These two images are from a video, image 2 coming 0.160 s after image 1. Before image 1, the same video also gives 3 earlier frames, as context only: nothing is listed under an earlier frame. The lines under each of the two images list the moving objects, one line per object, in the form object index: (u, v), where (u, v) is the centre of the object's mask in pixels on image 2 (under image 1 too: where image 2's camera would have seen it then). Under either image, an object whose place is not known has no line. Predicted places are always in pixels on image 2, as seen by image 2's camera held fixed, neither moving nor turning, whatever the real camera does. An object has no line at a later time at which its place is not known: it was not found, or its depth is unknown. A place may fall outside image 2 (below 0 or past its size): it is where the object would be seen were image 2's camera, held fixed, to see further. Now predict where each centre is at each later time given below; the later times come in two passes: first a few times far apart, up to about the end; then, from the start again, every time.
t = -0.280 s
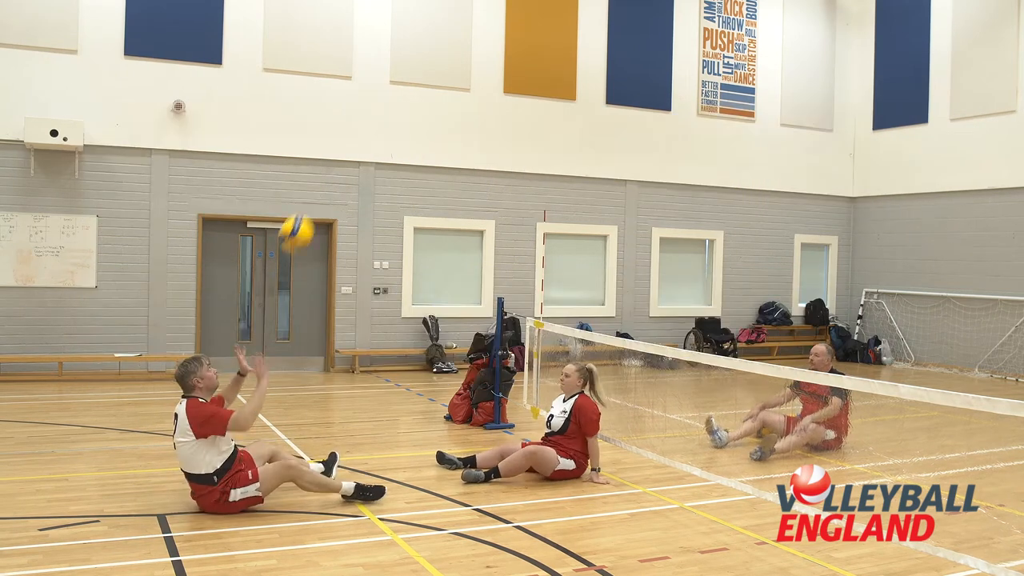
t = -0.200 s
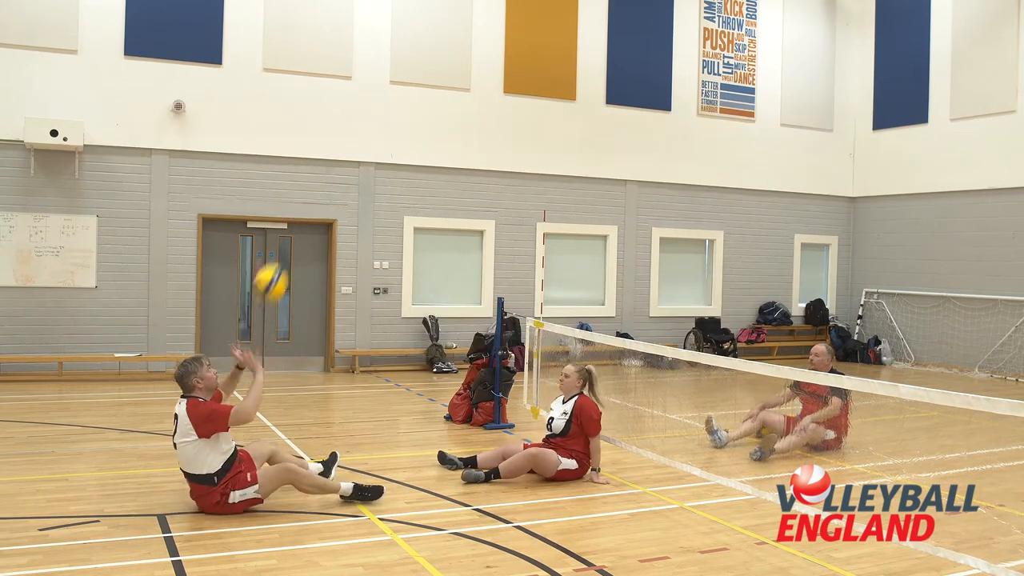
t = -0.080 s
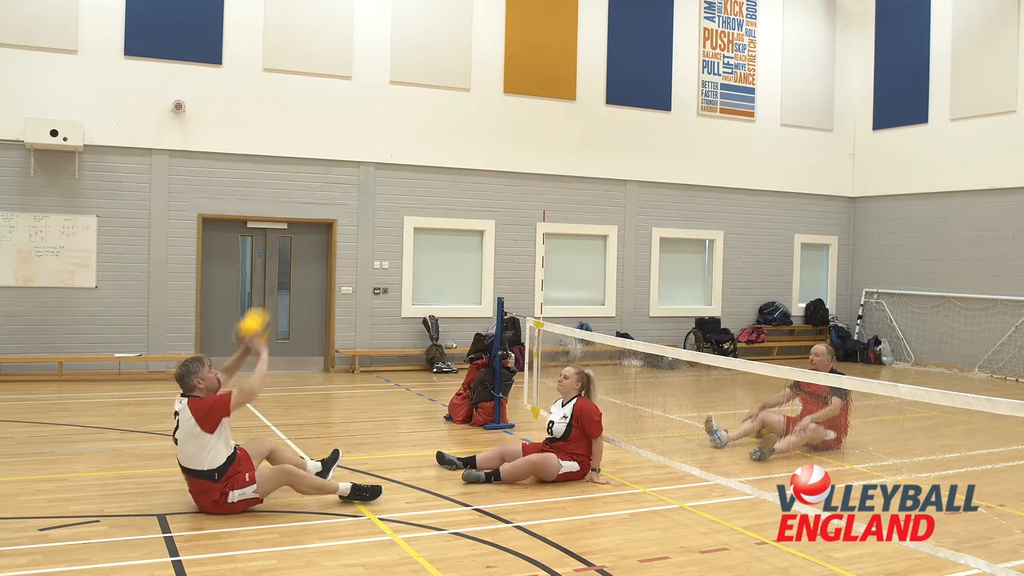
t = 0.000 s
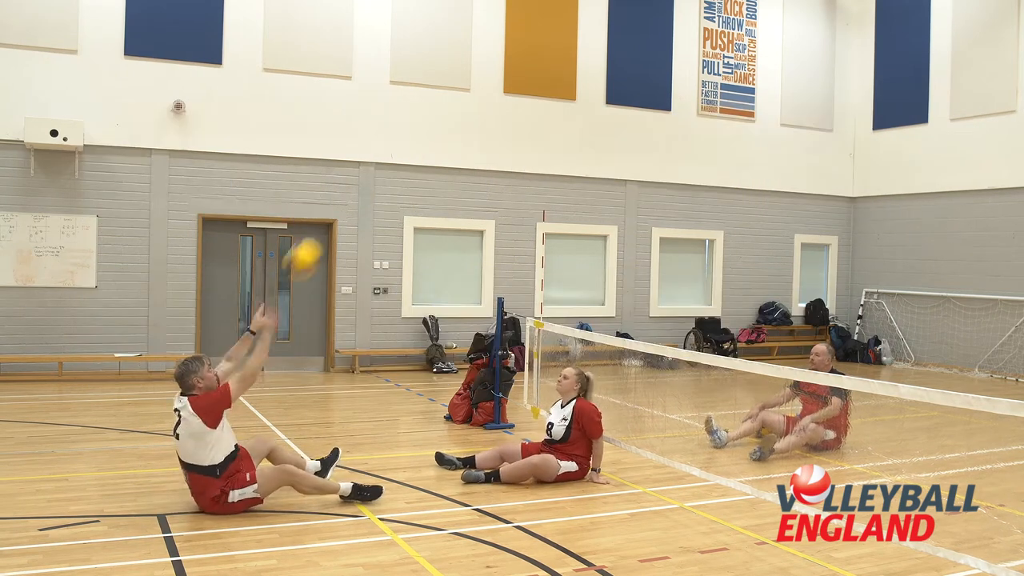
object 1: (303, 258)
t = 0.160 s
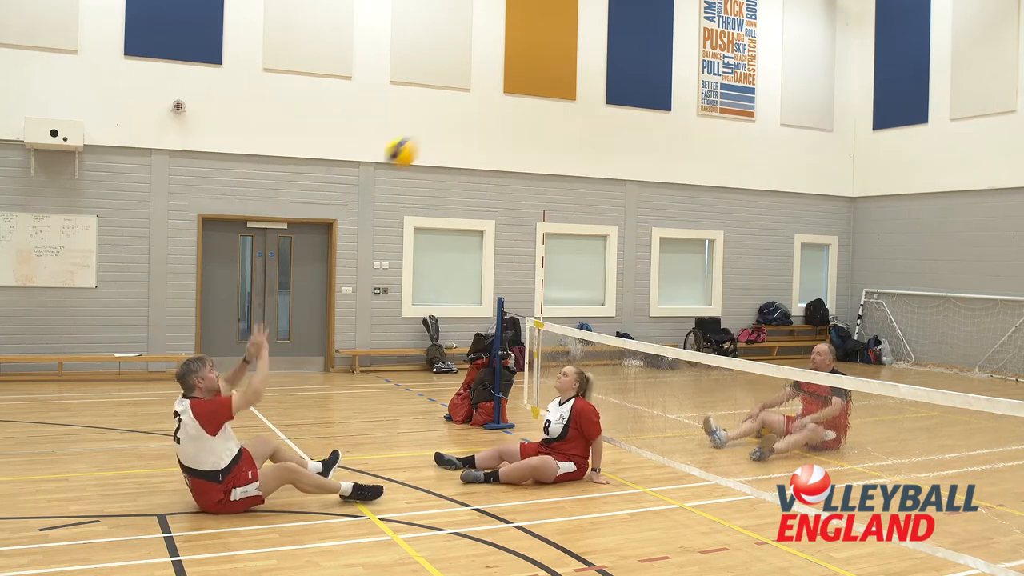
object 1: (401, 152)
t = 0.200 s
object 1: (424, 133)
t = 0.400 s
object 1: (527, 72)
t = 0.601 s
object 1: (620, 72)
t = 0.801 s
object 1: (697, 122)
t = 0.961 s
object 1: (752, 192)
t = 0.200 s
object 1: (424, 133)
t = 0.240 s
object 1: (446, 116)
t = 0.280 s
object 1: (467, 101)
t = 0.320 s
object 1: (487, 90)
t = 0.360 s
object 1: (508, 80)
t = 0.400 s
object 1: (527, 72)
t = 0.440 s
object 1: (547, 68)
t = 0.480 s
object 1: (565, 66)
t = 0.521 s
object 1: (583, 66)
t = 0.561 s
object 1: (603, 69)
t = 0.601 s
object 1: (620, 72)
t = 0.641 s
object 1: (635, 79)
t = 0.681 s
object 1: (651, 86)
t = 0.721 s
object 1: (666, 96)
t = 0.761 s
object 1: (682, 108)
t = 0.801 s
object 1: (697, 122)
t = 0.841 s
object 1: (712, 138)
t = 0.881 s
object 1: (725, 155)
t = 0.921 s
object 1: (739, 173)
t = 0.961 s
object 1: (752, 192)
